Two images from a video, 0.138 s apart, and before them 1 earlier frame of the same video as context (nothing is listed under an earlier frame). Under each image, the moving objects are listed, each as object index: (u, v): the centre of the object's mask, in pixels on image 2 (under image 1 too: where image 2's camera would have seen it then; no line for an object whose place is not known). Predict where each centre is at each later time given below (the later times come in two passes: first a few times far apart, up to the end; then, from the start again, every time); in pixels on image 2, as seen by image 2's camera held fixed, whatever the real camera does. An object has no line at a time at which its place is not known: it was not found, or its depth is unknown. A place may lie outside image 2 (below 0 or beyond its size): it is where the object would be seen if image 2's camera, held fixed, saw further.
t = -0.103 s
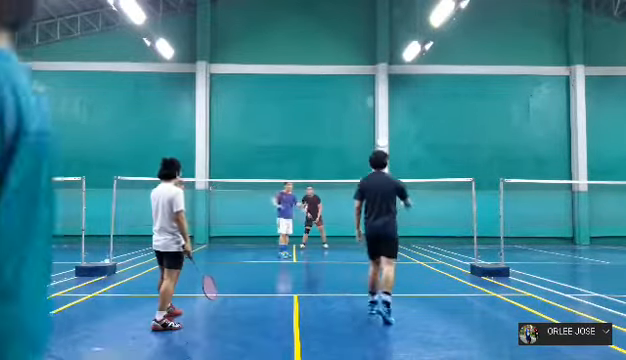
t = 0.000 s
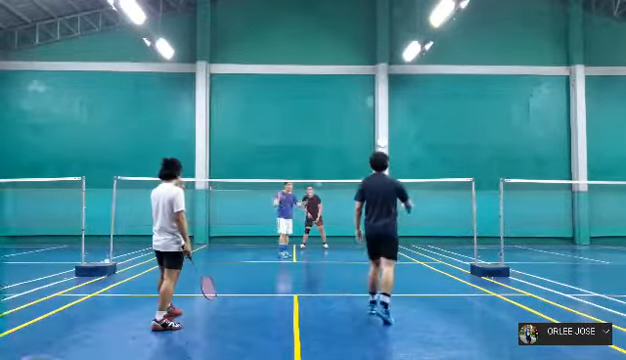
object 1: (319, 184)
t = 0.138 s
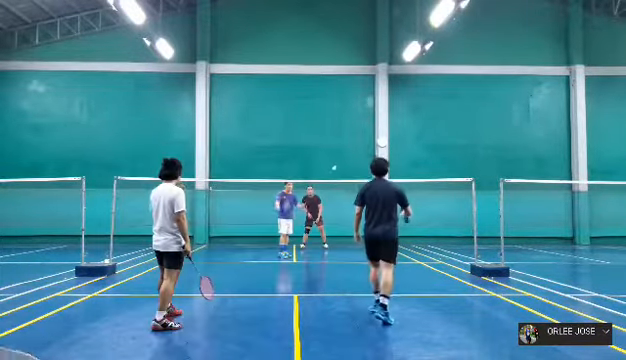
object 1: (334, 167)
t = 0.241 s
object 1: (344, 161)
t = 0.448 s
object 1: (364, 168)
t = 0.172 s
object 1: (337, 164)
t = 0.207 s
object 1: (341, 162)
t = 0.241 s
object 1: (344, 161)
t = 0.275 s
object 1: (347, 160)
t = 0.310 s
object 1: (351, 160)
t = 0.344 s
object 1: (354, 161)
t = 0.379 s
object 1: (358, 163)
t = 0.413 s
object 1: (362, 165)
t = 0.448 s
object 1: (364, 168)
